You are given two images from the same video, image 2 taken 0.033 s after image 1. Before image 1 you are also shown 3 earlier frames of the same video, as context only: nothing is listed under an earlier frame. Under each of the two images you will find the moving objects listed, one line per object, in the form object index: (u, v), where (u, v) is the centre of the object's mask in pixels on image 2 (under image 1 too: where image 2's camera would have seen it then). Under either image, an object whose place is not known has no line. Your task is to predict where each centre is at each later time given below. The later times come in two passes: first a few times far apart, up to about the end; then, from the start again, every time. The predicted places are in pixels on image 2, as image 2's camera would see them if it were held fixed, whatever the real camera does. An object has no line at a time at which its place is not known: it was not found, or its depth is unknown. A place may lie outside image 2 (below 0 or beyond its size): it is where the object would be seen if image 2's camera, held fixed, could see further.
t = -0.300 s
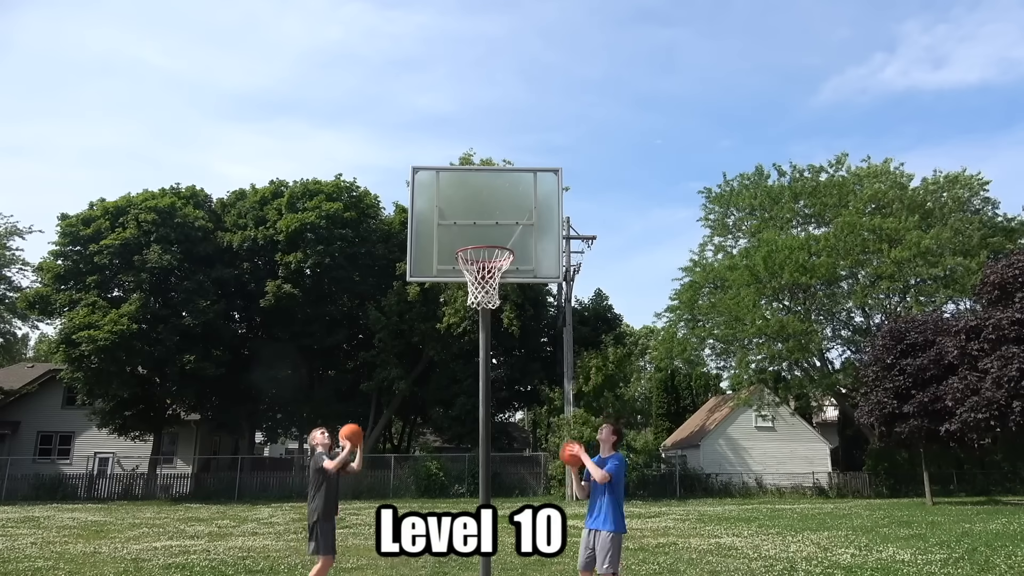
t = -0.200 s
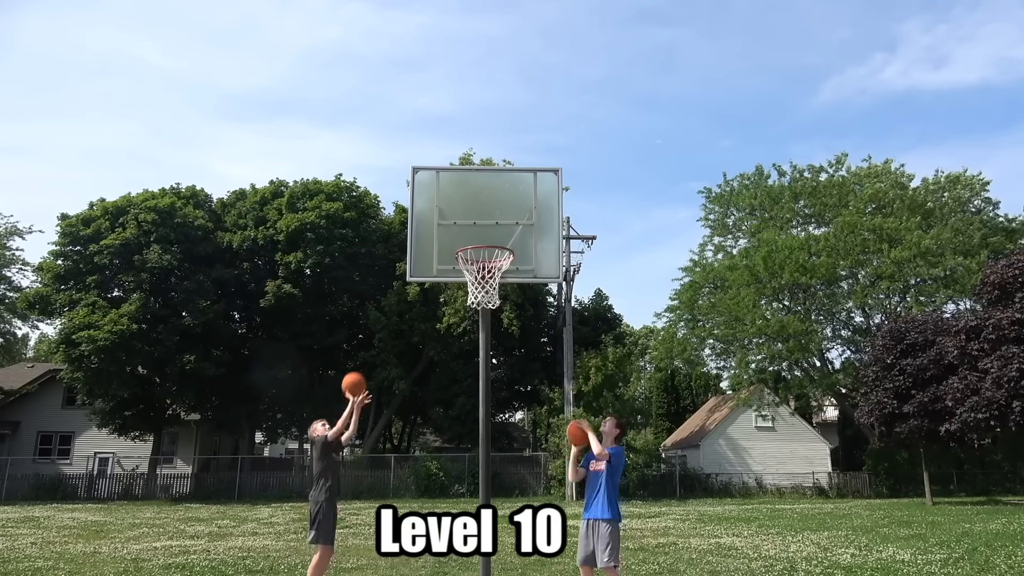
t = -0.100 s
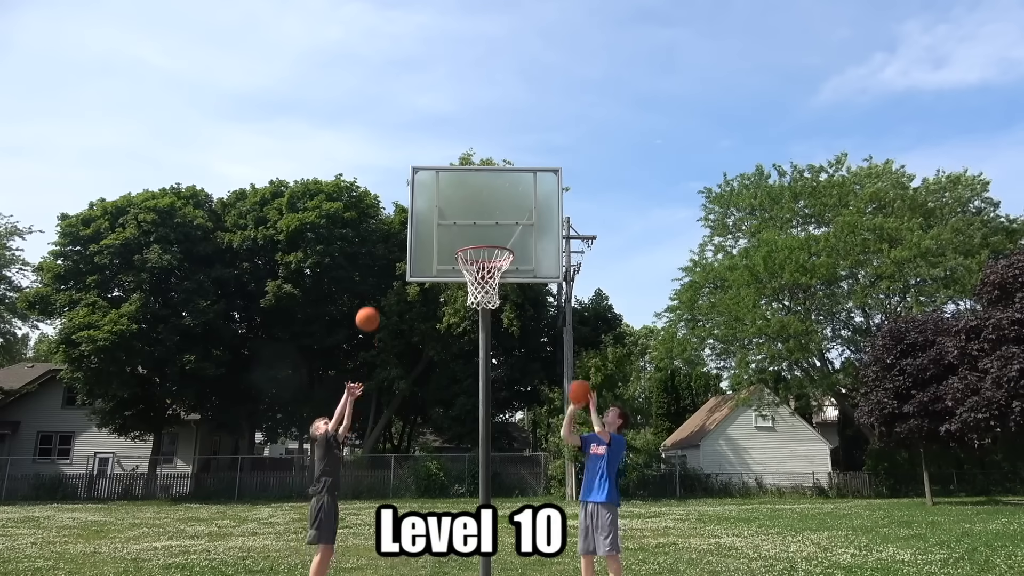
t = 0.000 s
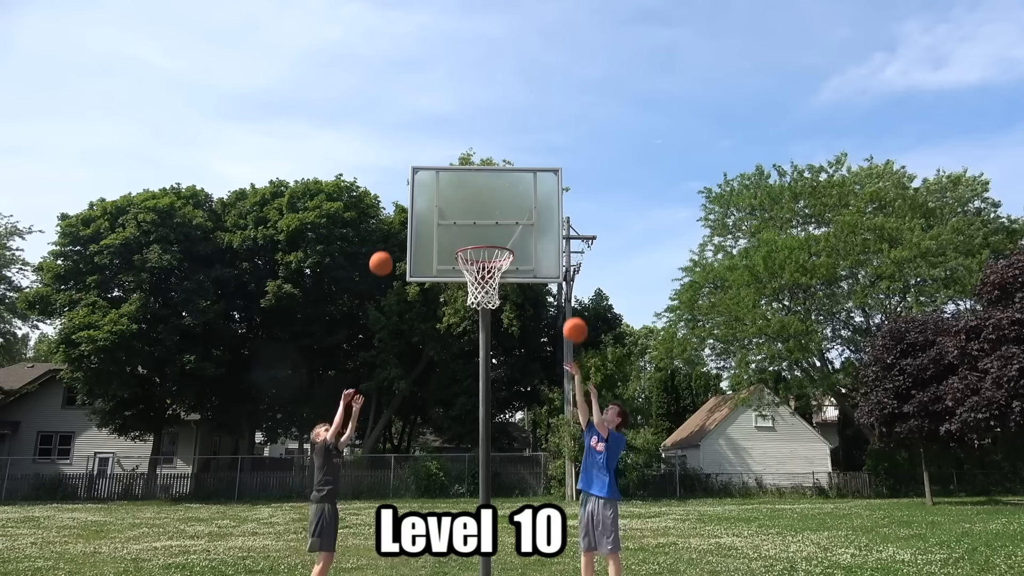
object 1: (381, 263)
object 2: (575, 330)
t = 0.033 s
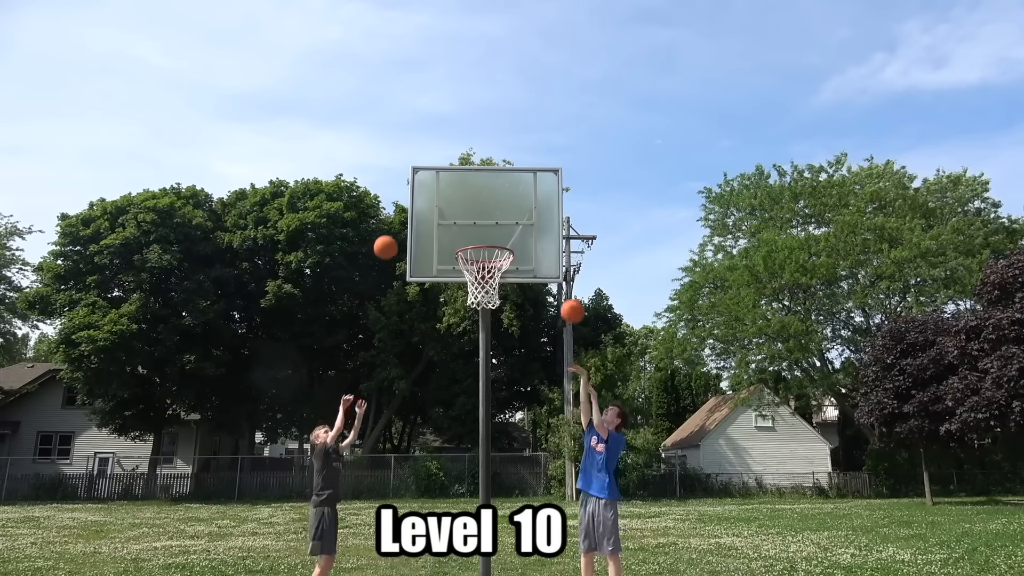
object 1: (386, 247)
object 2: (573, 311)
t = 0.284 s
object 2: (555, 198)
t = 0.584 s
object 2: (536, 143)
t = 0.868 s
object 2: (517, 170)
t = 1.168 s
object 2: (485, 261)
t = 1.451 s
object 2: (505, 267)
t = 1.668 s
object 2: (495, 268)
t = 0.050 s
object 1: (388, 240)
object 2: (572, 302)
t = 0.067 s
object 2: (571, 291)
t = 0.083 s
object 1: (392, 225)
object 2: (570, 283)
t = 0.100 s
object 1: (394, 219)
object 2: (571, 274)
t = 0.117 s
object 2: (570, 266)
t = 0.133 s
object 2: (569, 258)
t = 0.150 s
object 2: (565, 250)
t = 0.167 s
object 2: (564, 243)
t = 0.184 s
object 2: (563, 236)
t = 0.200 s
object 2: (563, 229)
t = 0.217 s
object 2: (562, 222)
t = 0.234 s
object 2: (558, 215)
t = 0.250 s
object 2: (558, 209)
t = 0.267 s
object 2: (557, 203)
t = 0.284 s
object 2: (555, 198)
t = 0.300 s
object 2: (554, 192)
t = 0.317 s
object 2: (551, 187)
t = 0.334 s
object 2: (550, 183)
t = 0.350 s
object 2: (549, 180)
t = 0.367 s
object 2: (549, 175)
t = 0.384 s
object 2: (548, 167)
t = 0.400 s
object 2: (549, 161)
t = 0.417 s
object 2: (548, 160)
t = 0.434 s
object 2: (547, 158)
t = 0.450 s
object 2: (545, 156)
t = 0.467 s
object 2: (544, 154)
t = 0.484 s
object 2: (543, 152)
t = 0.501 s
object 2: (542, 150)
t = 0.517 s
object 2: (541, 148)
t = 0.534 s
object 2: (540, 146)
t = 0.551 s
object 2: (539, 145)
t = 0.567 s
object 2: (538, 144)
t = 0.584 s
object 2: (536, 143)
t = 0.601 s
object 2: (535, 142)
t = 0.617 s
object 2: (534, 142)
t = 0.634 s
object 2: (533, 142)
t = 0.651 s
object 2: (532, 142)
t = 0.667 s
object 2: (531, 143)
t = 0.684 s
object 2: (530, 144)
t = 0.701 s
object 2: (528, 145)
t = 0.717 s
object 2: (527, 146)
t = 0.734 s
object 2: (526, 148)
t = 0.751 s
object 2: (525, 150)
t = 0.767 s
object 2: (524, 152)
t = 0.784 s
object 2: (522, 155)
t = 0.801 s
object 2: (521, 157)
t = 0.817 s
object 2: (520, 160)
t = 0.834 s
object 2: (519, 163)
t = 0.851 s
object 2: (518, 167)
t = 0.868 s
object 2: (517, 170)
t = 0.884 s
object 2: (516, 174)
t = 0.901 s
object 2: (515, 178)
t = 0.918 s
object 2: (514, 182)
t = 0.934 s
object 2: (512, 188)
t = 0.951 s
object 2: (511, 193)
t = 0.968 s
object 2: (509, 199)
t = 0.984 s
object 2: (508, 204)
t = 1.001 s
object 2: (507, 210)
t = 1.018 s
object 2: (506, 217)
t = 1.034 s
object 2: (505, 224)
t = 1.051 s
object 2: (504, 231)
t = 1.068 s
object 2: (502, 238)
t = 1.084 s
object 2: (502, 242)
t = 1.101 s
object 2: (500, 244)
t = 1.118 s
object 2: (493, 255)
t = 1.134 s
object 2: (491, 260)
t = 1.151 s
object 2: (488, 260)
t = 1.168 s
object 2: (485, 261)
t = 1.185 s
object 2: (484, 262)
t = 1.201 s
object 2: (485, 262)
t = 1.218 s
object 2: (487, 264)
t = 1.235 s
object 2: (488, 266)
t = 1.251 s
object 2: (489, 266)
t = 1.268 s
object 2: (491, 268)
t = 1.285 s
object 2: (493, 269)
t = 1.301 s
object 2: (495, 268)
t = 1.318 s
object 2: (496, 269)
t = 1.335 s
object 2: (499, 267)
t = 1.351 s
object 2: (500, 266)
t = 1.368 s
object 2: (501, 266)
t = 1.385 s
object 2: (503, 266)
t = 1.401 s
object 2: (504, 266)
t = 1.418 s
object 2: (504, 265)
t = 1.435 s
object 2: (504, 266)
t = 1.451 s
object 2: (505, 267)
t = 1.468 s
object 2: (507, 265)
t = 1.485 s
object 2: (507, 265)
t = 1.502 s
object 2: (506, 266)
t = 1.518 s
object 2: (506, 266)
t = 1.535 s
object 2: (505, 266)
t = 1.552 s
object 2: (504, 267)
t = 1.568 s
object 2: (504, 266)
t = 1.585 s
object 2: (503, 266)
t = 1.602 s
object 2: (502, 266)
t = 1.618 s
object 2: (500, 267)
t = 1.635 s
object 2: (499, 267)
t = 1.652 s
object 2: (498, 267)
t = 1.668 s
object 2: (495, 268)
